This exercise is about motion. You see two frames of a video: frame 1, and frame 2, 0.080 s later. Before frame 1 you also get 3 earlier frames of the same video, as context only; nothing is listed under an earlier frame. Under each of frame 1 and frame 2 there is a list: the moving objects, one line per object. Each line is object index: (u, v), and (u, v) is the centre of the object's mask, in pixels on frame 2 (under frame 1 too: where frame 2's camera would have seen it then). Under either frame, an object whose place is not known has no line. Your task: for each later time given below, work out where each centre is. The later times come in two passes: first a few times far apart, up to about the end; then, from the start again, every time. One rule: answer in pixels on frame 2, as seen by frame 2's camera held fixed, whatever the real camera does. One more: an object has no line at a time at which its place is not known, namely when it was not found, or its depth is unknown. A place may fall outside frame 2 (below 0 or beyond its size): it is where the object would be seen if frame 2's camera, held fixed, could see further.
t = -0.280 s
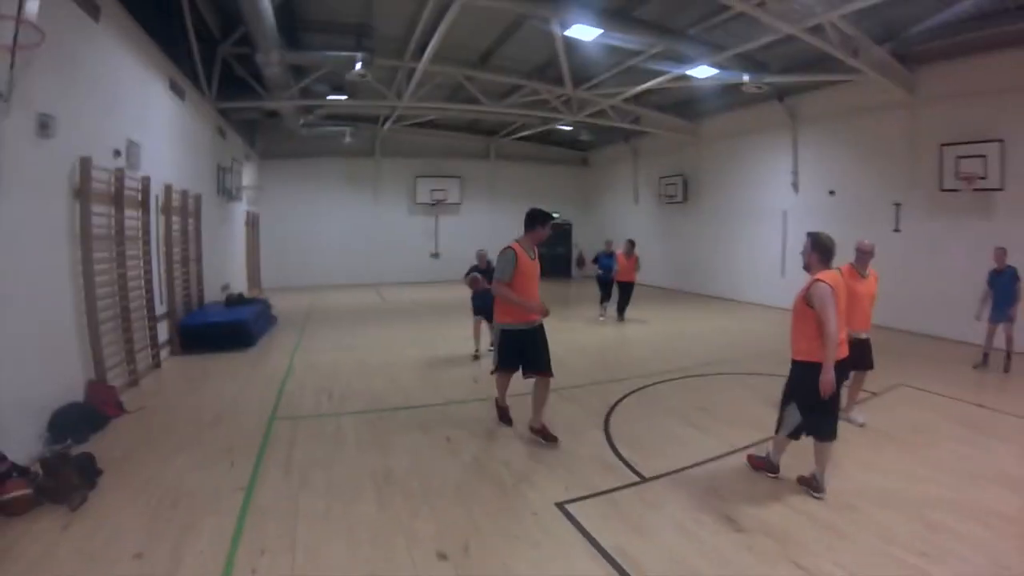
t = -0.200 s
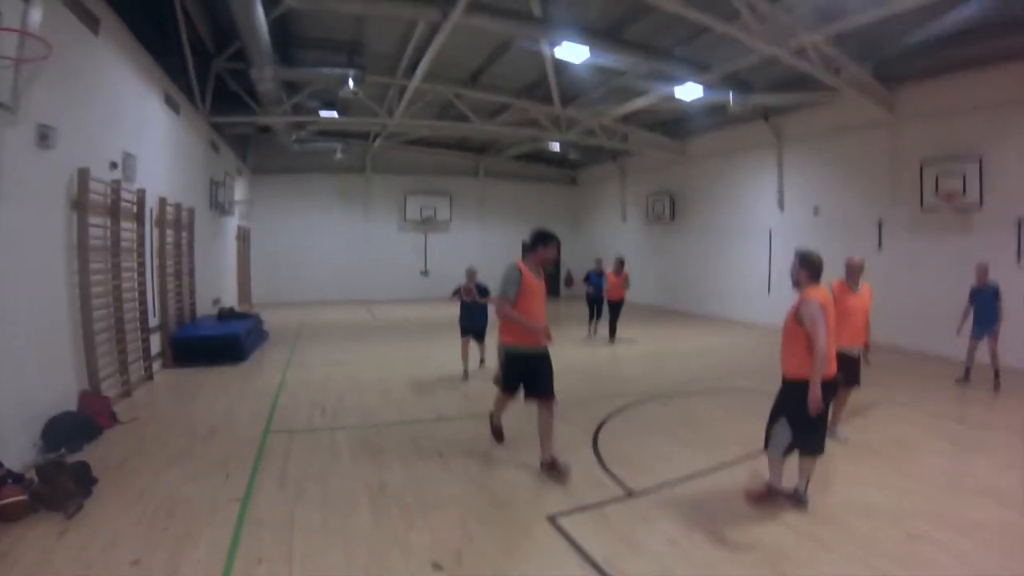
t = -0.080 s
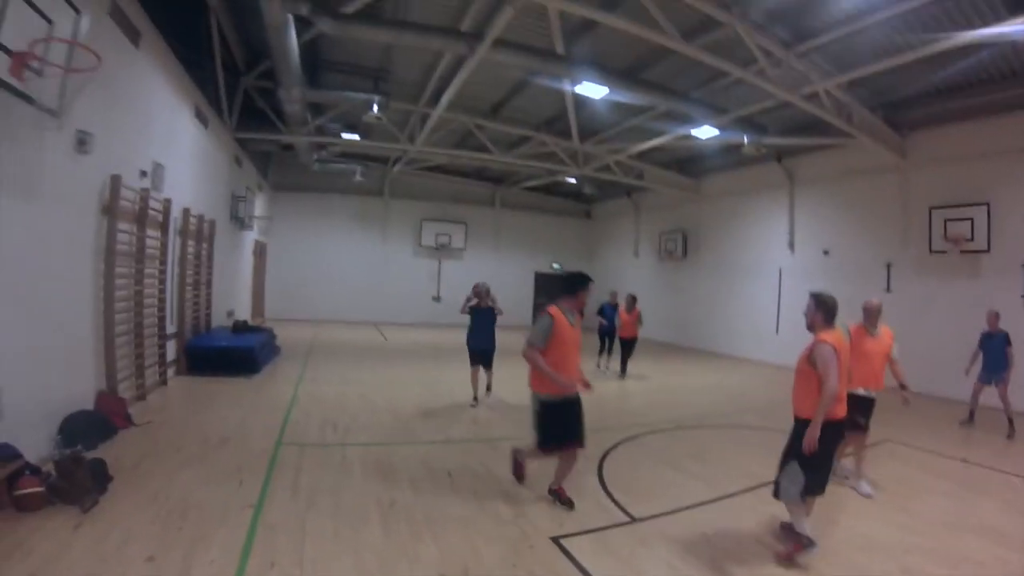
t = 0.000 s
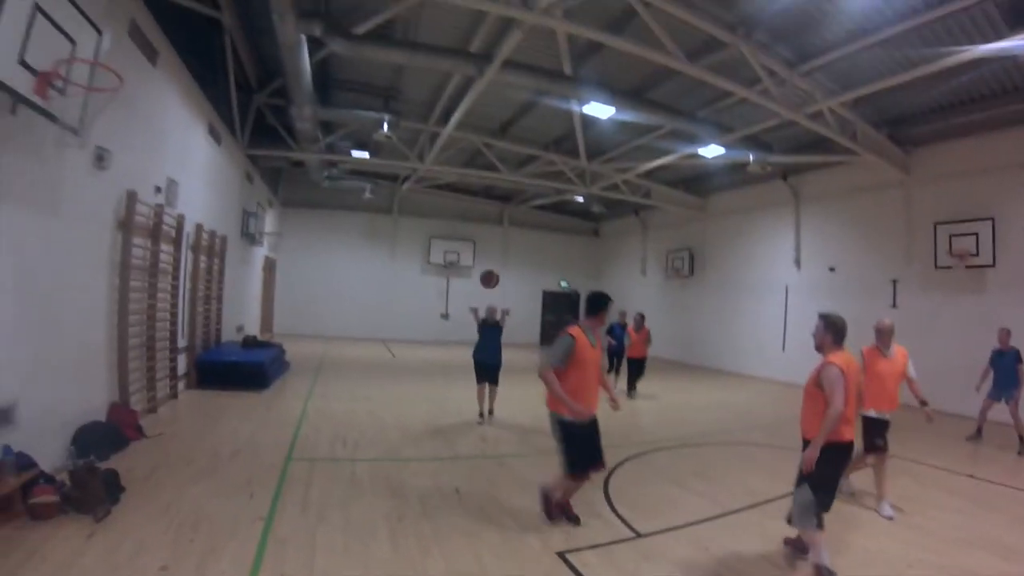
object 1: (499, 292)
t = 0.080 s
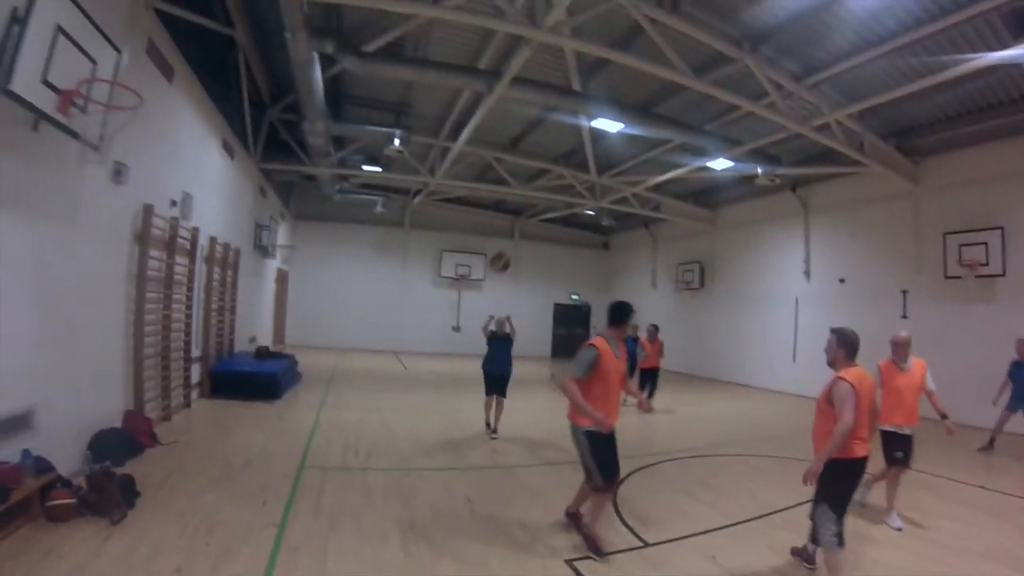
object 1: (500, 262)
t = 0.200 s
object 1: (500, 217)
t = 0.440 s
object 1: (502, 144)
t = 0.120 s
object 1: (500, 248)
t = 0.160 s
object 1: (499, 234)
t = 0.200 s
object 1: (500, 217)
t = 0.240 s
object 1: (501, 203)
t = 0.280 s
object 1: (500, 188)
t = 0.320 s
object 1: (503, 175)
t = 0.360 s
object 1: (501, 167)
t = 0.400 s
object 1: (502, 155)
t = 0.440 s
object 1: (502, 144)
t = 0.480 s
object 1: (503, 133)
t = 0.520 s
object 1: (502, 123)
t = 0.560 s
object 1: (501, 117)
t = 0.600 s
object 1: (498, 110)
